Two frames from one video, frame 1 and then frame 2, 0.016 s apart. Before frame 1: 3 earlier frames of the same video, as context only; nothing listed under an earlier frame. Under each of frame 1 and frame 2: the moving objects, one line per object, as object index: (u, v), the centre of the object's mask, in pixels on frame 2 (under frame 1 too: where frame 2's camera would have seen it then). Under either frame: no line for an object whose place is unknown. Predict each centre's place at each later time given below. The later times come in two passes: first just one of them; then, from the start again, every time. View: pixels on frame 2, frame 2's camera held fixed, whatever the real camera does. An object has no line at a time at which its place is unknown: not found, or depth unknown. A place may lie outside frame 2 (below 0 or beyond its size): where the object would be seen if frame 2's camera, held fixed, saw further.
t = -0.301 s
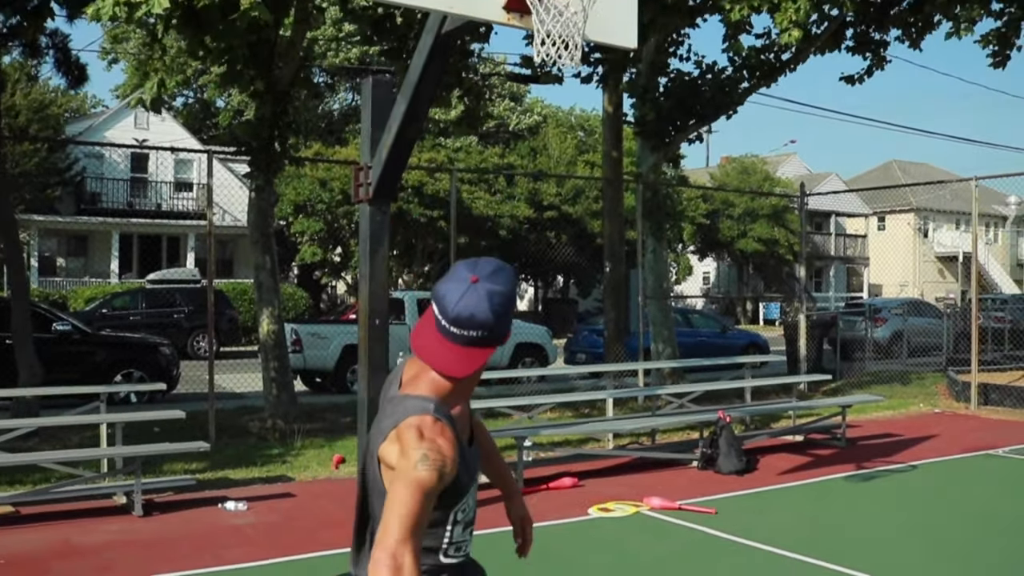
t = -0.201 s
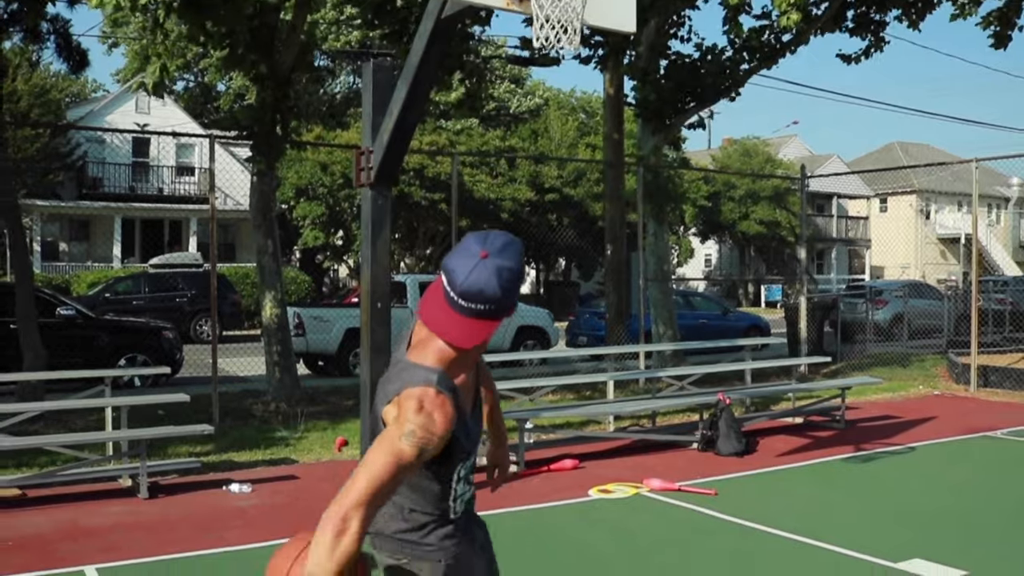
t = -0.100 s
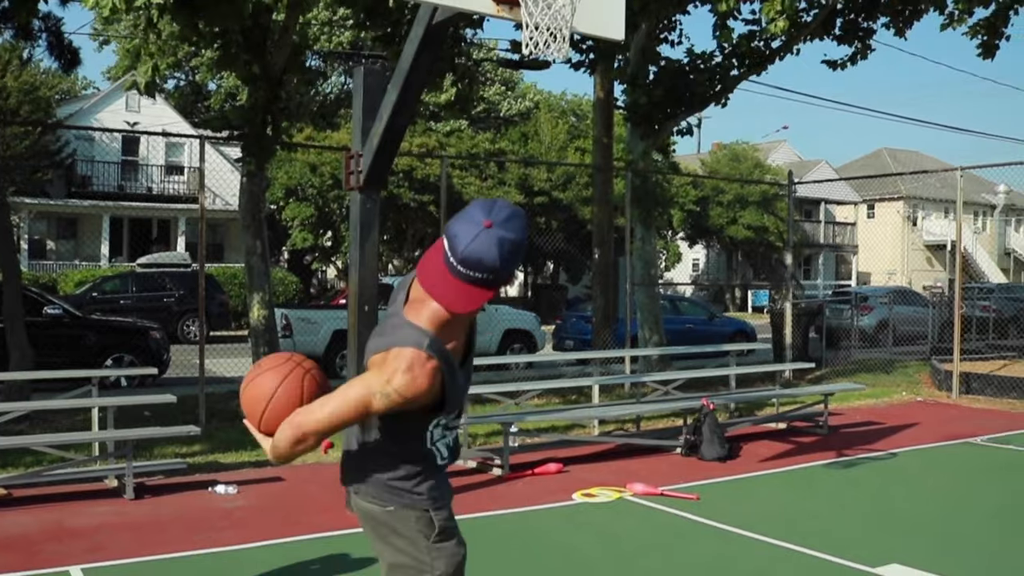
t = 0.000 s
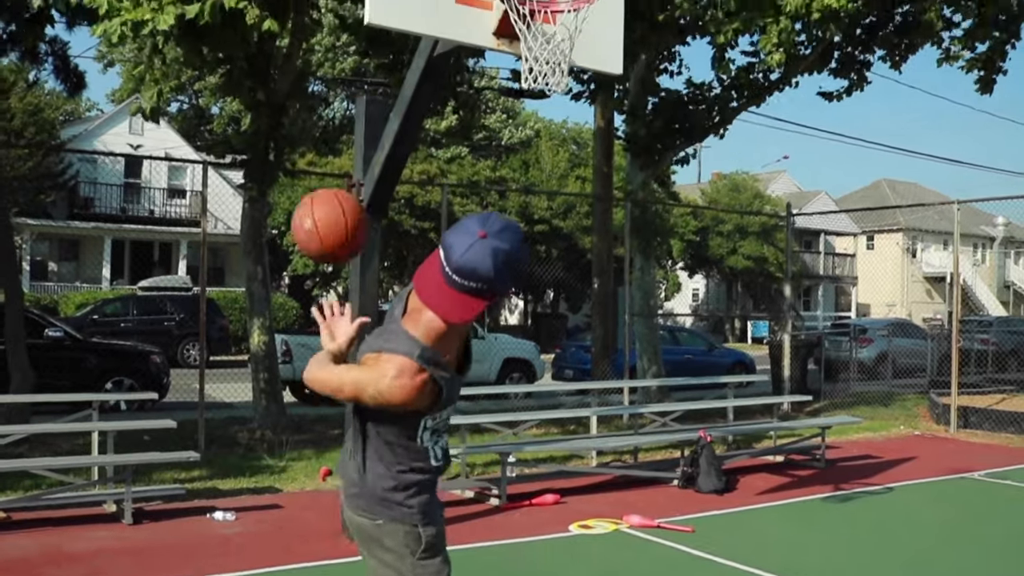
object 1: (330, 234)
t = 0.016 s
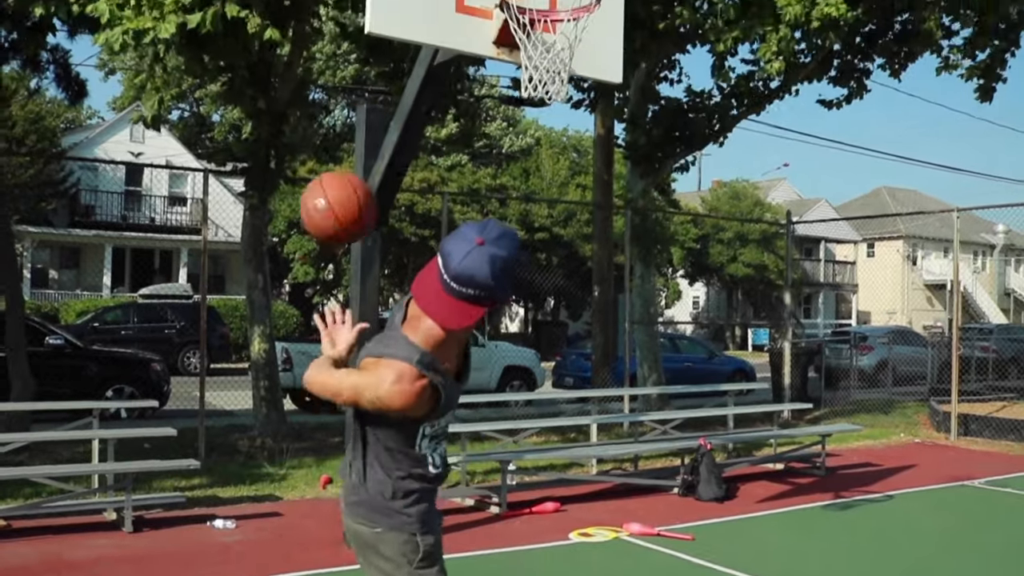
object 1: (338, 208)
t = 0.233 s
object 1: (406, 6)
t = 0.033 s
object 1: (345, 184)
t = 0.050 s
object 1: (352, 160)
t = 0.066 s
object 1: (357, 139)
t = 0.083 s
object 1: (364, 119)
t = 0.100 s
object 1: (370, 101)
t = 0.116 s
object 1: (375, 85)
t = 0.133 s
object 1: (380, 70)
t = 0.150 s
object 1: (385, 57)
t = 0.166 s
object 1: (390, 45)
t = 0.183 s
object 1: (394, 32)
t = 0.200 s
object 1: (398, 22)
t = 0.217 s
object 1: (402, 14)
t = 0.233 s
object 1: (406, 6)
